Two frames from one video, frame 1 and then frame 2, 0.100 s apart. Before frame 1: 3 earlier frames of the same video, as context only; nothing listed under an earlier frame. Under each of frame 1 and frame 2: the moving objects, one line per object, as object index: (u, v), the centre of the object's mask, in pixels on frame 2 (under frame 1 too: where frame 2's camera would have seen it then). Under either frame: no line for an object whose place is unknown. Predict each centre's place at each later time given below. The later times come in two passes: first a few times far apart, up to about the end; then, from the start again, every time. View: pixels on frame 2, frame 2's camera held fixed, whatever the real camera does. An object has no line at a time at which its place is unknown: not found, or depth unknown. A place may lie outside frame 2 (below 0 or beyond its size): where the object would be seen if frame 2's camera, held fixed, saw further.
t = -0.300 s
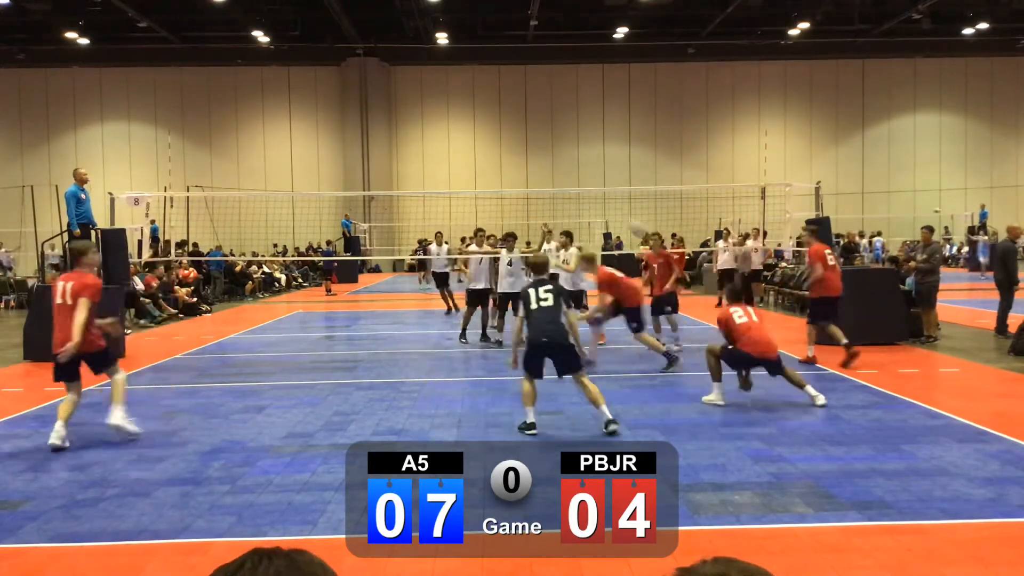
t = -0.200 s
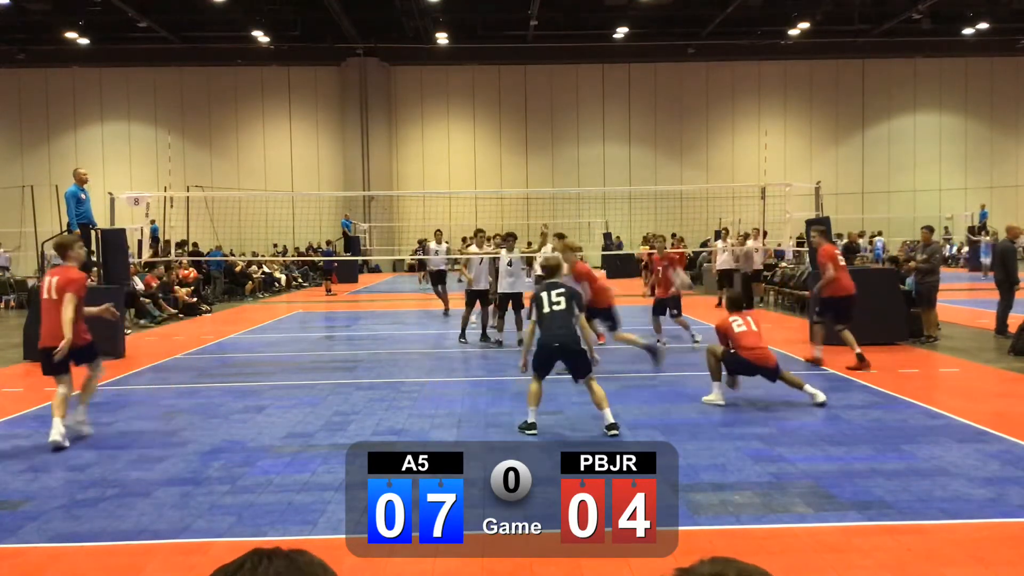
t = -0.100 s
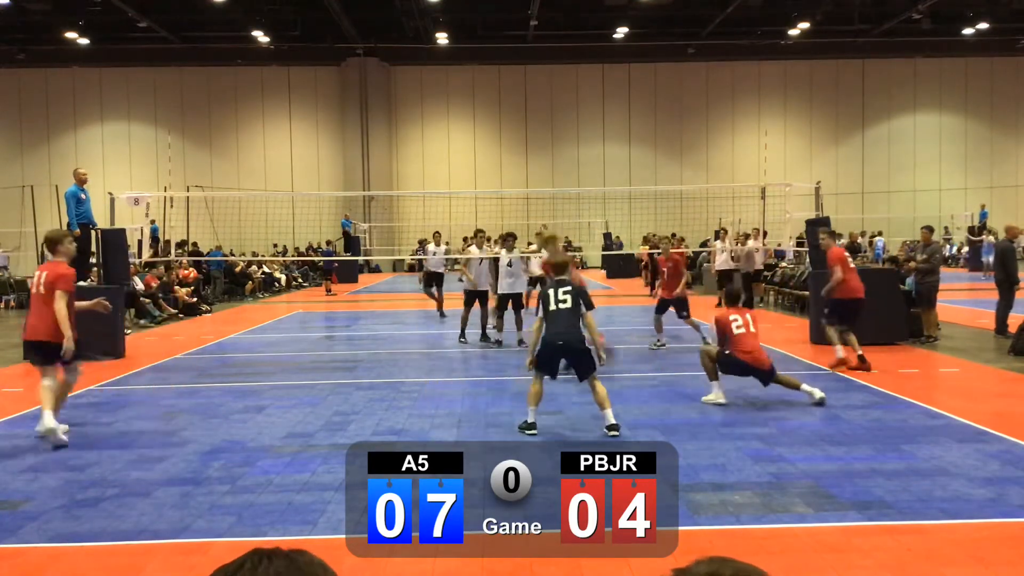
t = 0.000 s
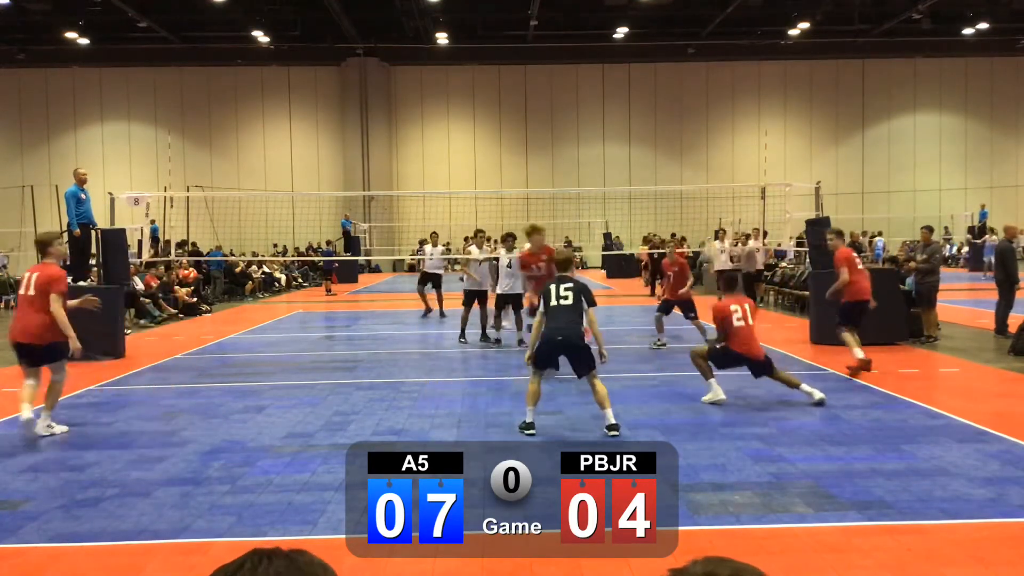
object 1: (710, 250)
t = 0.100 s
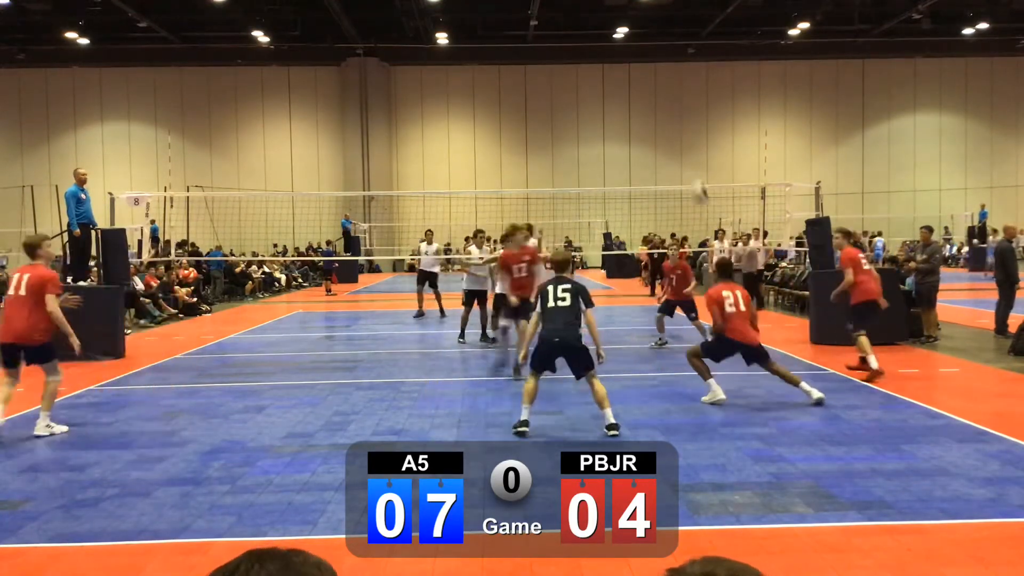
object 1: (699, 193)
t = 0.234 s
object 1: (689, 127)
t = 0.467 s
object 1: (673, 64)
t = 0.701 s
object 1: (658, 47)
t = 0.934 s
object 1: (645, 68)
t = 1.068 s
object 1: (638, 94)
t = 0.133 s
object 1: (697, 175)
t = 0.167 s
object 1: (694, 158)
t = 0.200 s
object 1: (691, 143)
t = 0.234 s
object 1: (689, 127)
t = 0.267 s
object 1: (686, 115)
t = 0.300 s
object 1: (683, 103)
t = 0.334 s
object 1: (682, 94)
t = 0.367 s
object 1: (680, 86)
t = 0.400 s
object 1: (677, 78)
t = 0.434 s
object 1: (675, 71)
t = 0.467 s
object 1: (673, 64)
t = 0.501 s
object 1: (671, 59)
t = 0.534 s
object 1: (668, 55)
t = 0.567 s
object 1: (666, 52)
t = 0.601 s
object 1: (664, 50)
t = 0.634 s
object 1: (662, 48)
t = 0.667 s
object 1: (660, 47)
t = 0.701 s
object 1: (658, 47)
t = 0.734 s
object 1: (656, 48)
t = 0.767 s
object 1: (654, 50)
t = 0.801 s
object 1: (652, 52)
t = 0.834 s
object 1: (650, 55)
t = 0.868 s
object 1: (648, 58)
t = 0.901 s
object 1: (647, 62)
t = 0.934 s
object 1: (645, 68)
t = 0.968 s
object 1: (643, 75)
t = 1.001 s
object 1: (641, 80)
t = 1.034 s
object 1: (639, 87)
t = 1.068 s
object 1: (638, 94)
